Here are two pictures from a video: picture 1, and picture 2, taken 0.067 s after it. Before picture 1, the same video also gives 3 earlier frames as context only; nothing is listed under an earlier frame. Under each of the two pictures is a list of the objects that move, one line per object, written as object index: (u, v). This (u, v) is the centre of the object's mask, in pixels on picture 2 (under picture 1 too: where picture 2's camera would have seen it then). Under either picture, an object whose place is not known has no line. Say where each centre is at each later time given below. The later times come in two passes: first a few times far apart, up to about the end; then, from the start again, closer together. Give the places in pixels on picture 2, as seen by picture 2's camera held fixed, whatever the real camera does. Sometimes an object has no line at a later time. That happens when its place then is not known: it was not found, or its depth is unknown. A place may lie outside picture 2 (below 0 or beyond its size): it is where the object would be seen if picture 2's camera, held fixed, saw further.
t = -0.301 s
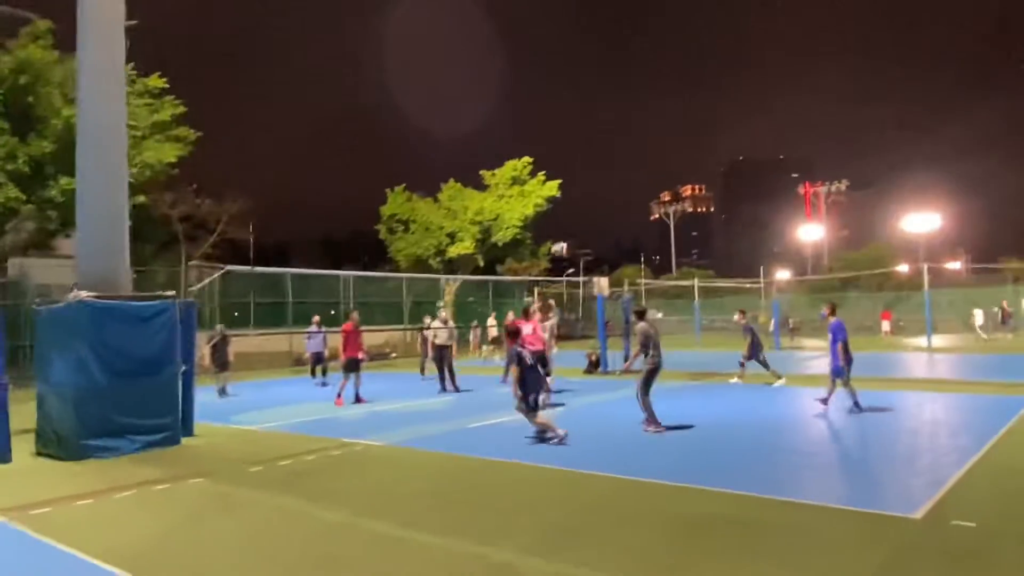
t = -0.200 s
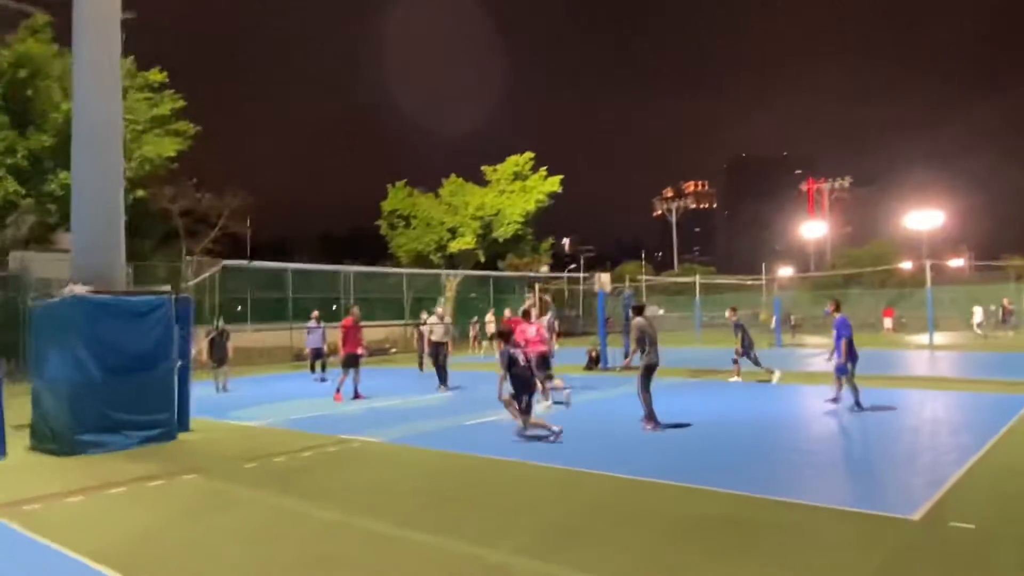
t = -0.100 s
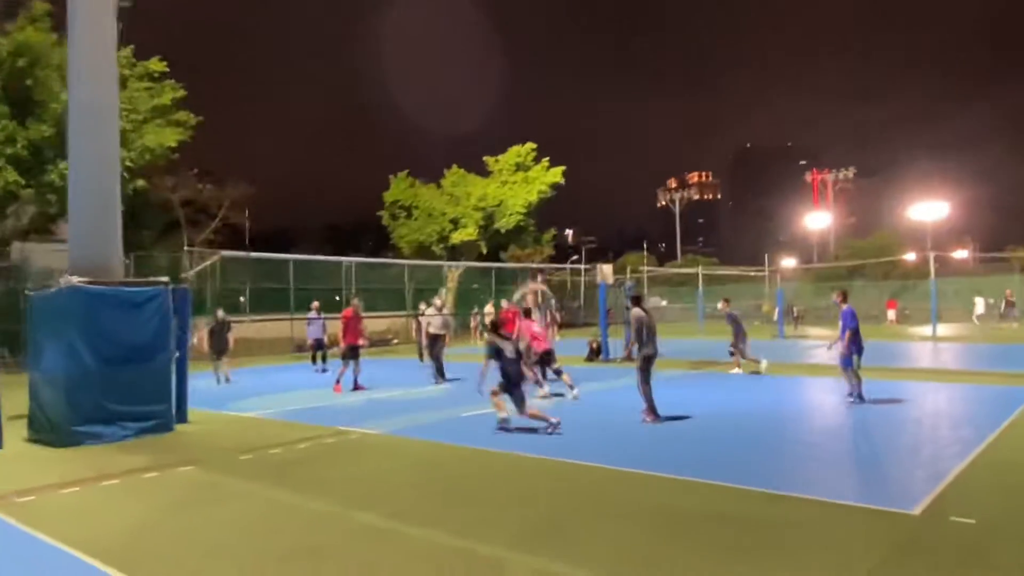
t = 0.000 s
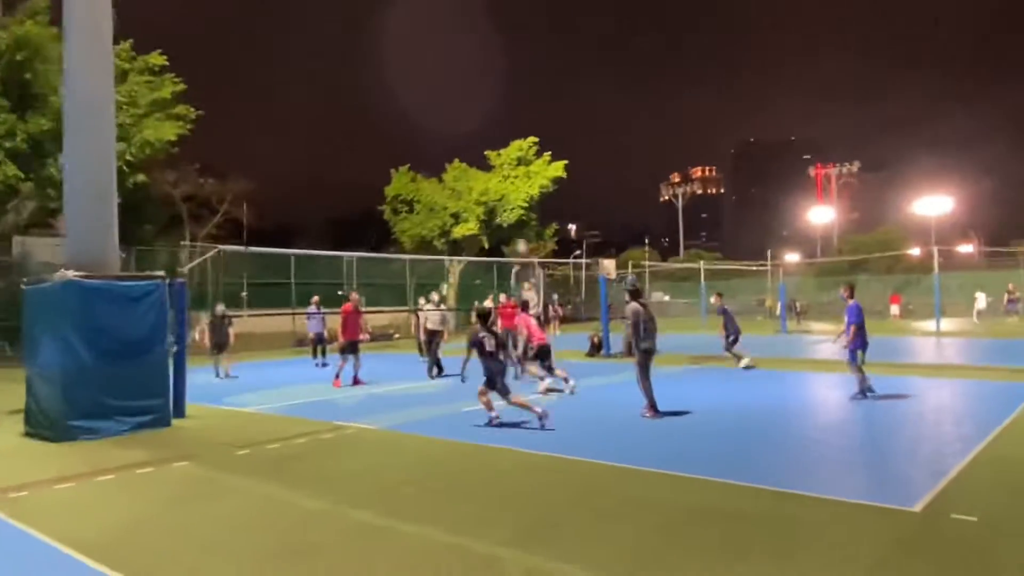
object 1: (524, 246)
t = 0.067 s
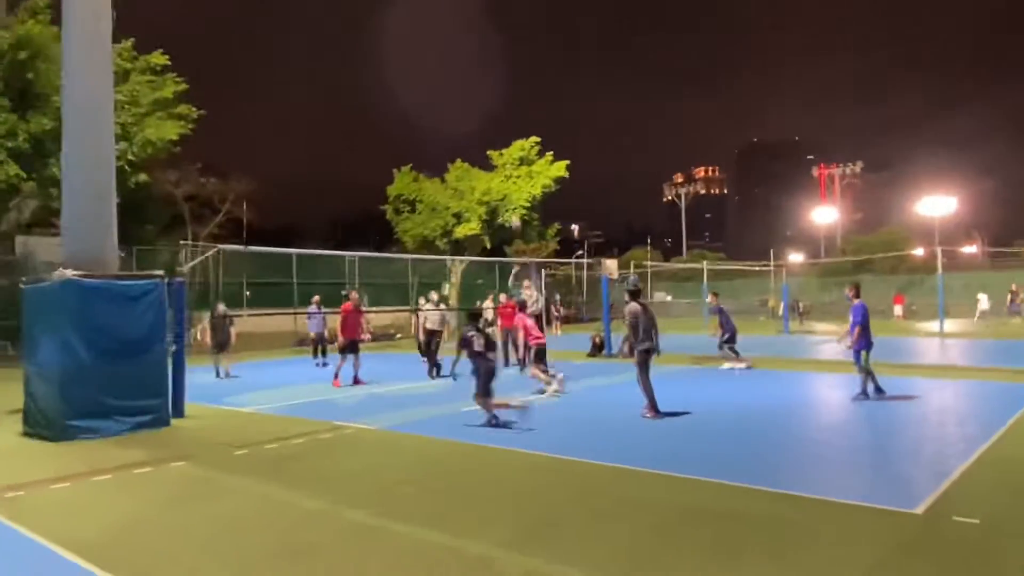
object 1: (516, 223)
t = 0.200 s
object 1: (497, 177)
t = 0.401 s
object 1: (469, 128)
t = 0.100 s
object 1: (509, 208)
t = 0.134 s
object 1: (505, 198)
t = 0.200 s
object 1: (497, 177)
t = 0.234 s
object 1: (491, 167)
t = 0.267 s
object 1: (487, 159)
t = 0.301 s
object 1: (482, 150)
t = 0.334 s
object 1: (478, 143)
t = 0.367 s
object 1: (473, 135)
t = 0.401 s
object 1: (469, 128)
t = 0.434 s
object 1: (465, 123)
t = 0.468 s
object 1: (460, 117)
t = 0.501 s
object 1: (456, 112)
